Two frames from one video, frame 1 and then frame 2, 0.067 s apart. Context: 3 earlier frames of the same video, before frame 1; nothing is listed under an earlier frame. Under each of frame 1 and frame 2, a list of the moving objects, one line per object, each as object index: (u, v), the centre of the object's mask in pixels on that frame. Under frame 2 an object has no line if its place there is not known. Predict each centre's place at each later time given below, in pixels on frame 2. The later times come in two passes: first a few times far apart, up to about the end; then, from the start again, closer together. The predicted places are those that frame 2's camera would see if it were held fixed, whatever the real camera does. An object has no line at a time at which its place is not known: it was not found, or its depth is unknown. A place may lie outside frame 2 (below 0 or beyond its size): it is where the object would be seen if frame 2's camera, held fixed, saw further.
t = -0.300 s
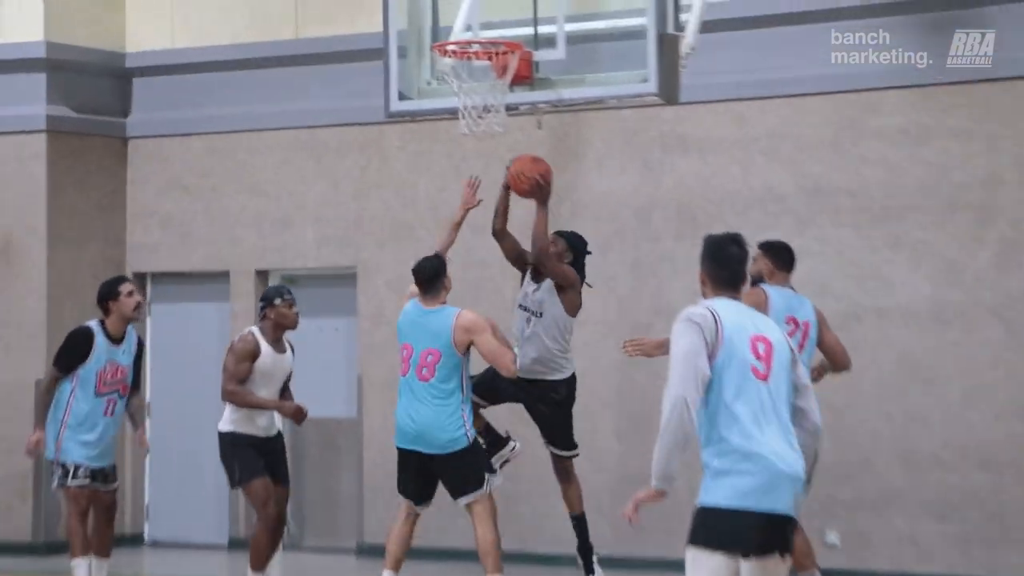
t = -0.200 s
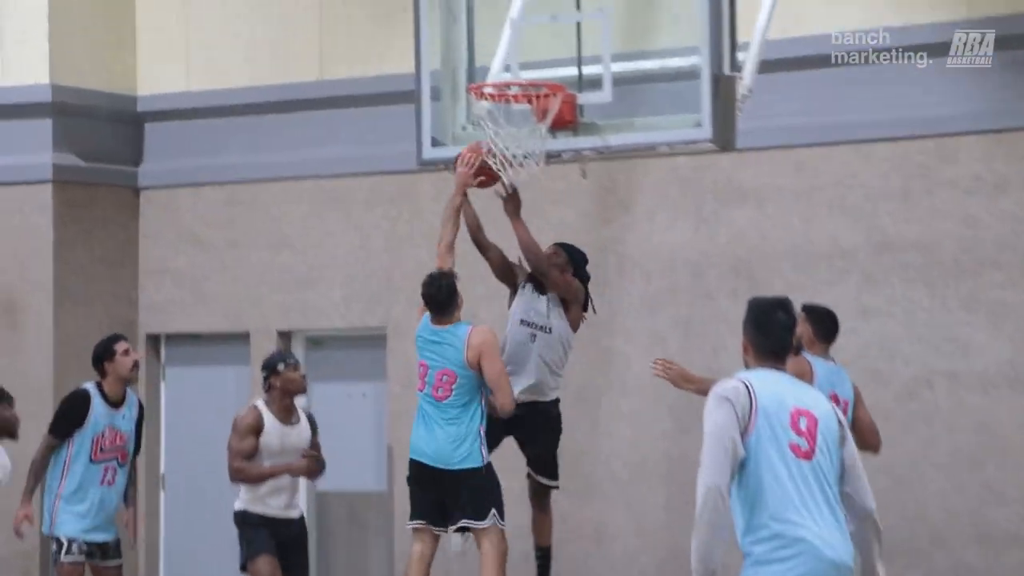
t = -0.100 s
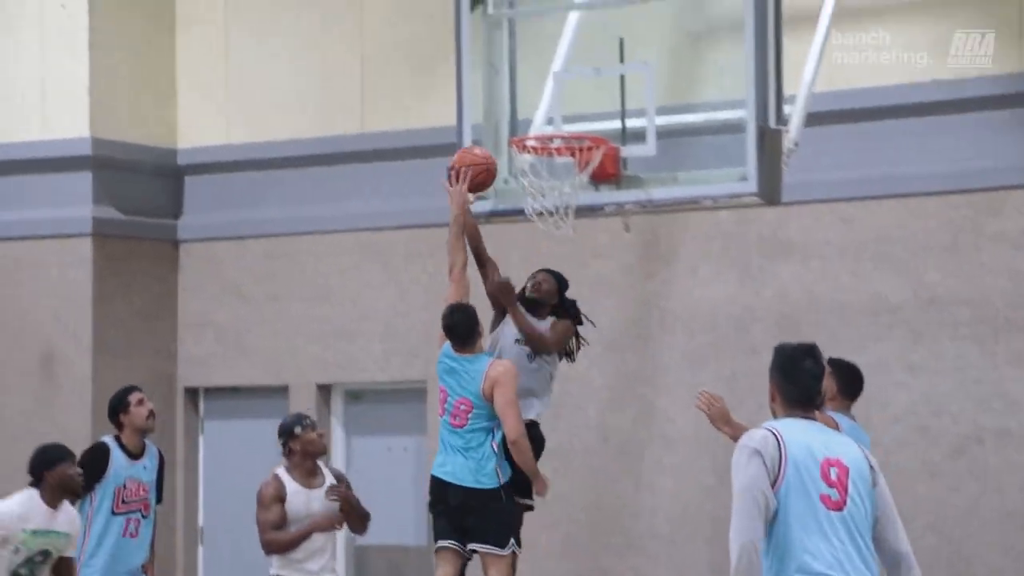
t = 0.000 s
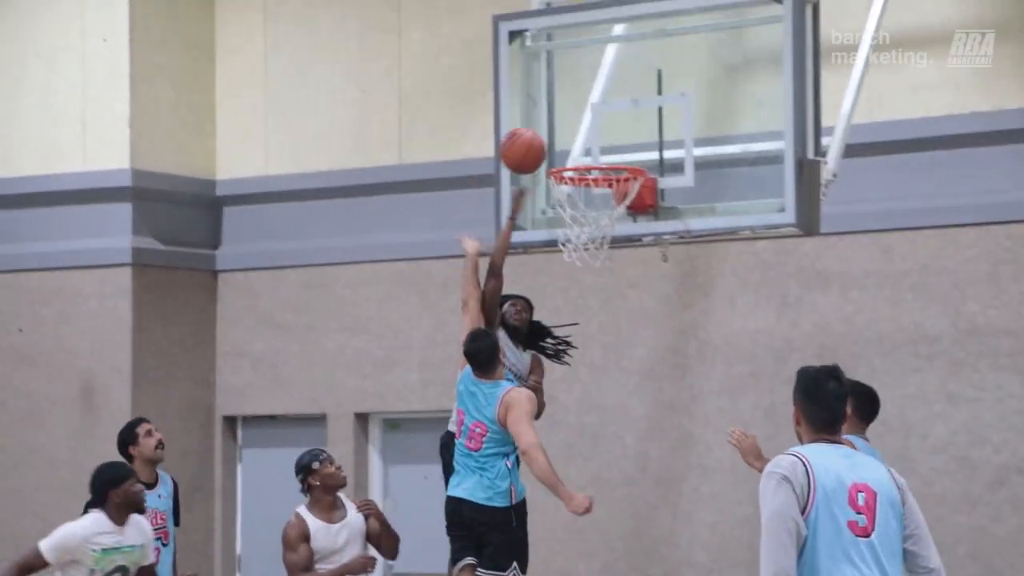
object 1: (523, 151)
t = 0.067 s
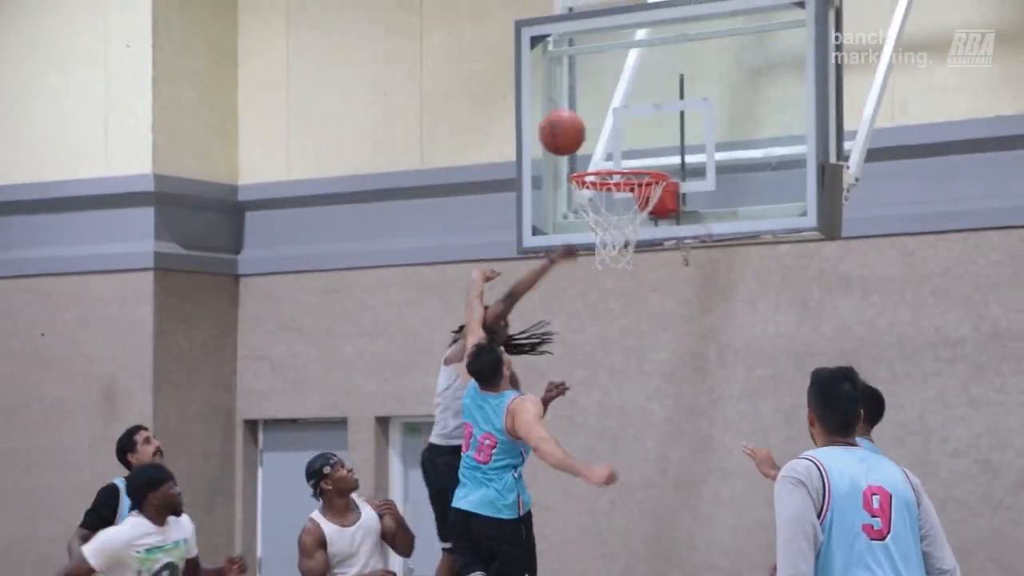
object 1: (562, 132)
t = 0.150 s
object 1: (576, 118)
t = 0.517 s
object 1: (557, 129)
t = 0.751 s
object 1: (519, 167)
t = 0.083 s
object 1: (566, 127)
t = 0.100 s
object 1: (571, 123)
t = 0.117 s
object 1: (575, 120)
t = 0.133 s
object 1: (576, 119)
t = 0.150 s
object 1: (576, 118)
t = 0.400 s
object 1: (576, 150)
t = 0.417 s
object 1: (573, 145)
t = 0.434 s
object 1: (571, 141)
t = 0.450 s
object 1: (568, 138)
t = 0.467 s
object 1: (565, 135)
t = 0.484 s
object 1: (563, 132)
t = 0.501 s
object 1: (560, 130)
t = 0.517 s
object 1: (557, 129)
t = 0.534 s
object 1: (555, 128)
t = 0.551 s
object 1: (552, 128)
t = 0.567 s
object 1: (550, 128)
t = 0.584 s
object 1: (547, 129)
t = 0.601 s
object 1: (544, 130)
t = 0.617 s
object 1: (541, 132)
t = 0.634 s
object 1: (539, 134)
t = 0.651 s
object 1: (536, 137)
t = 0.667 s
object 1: (533, 141)
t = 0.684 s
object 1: (531, 145)
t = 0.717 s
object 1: (525, 155)
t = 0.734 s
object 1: (522, 160)
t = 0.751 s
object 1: (519, 167)
